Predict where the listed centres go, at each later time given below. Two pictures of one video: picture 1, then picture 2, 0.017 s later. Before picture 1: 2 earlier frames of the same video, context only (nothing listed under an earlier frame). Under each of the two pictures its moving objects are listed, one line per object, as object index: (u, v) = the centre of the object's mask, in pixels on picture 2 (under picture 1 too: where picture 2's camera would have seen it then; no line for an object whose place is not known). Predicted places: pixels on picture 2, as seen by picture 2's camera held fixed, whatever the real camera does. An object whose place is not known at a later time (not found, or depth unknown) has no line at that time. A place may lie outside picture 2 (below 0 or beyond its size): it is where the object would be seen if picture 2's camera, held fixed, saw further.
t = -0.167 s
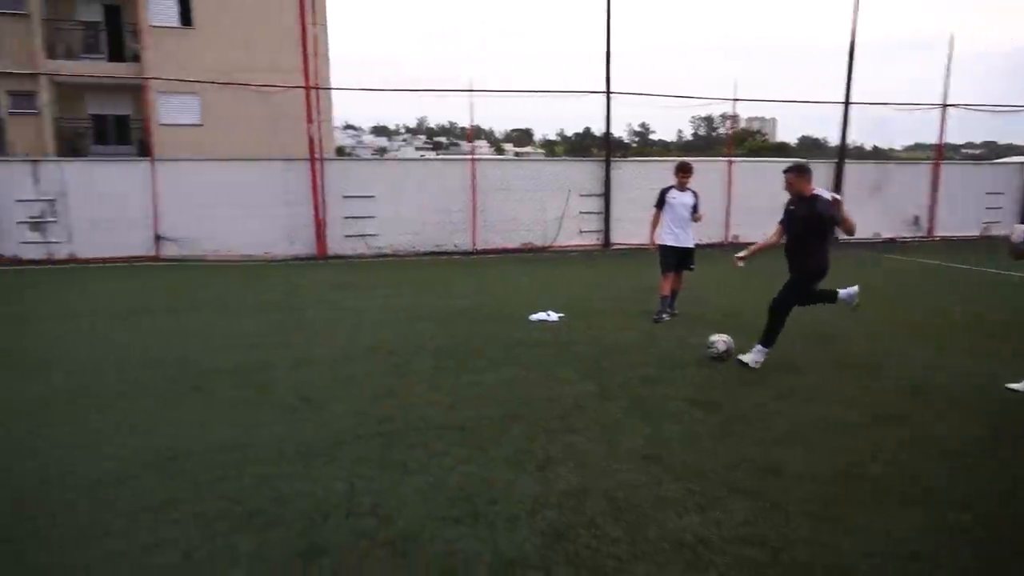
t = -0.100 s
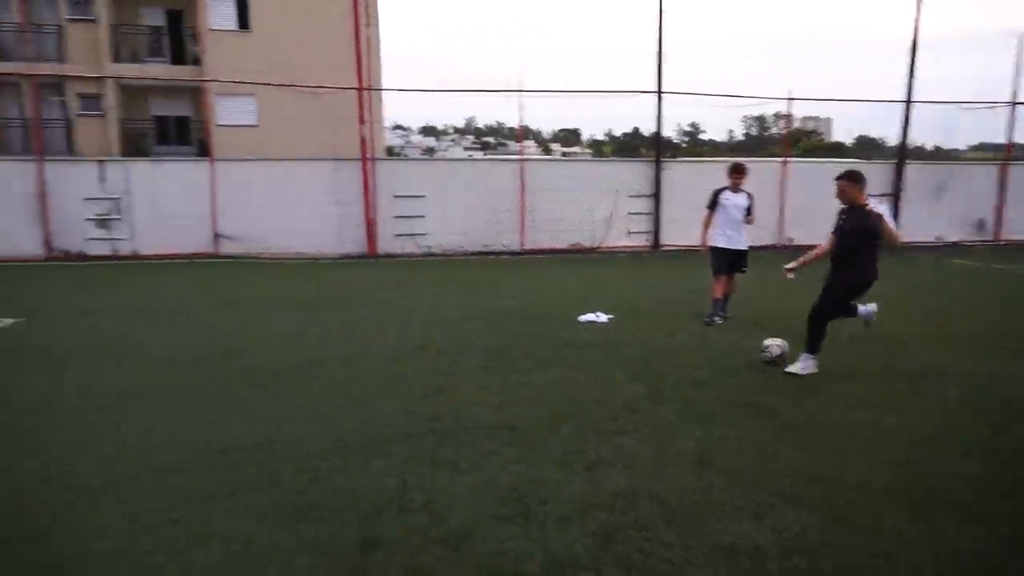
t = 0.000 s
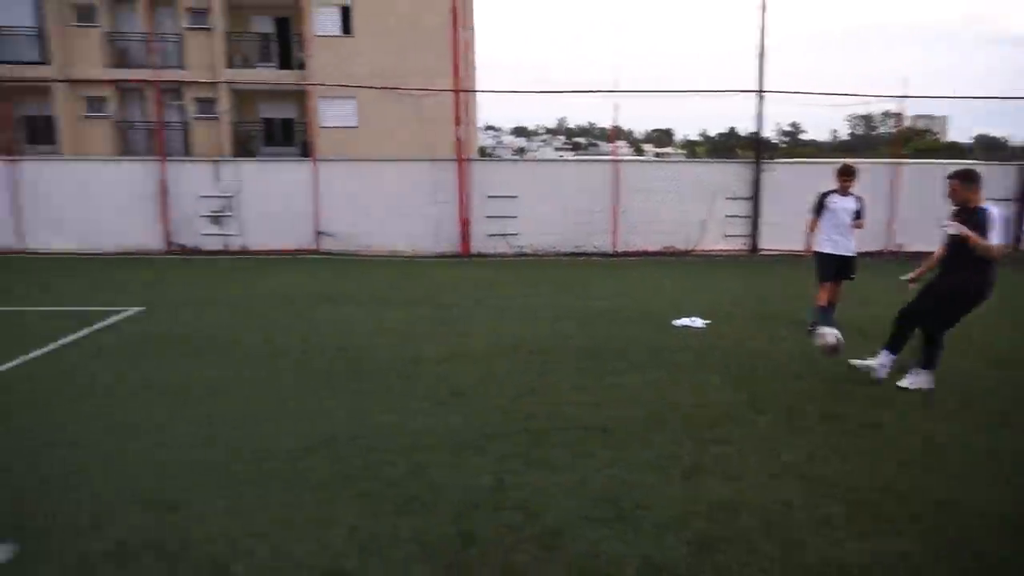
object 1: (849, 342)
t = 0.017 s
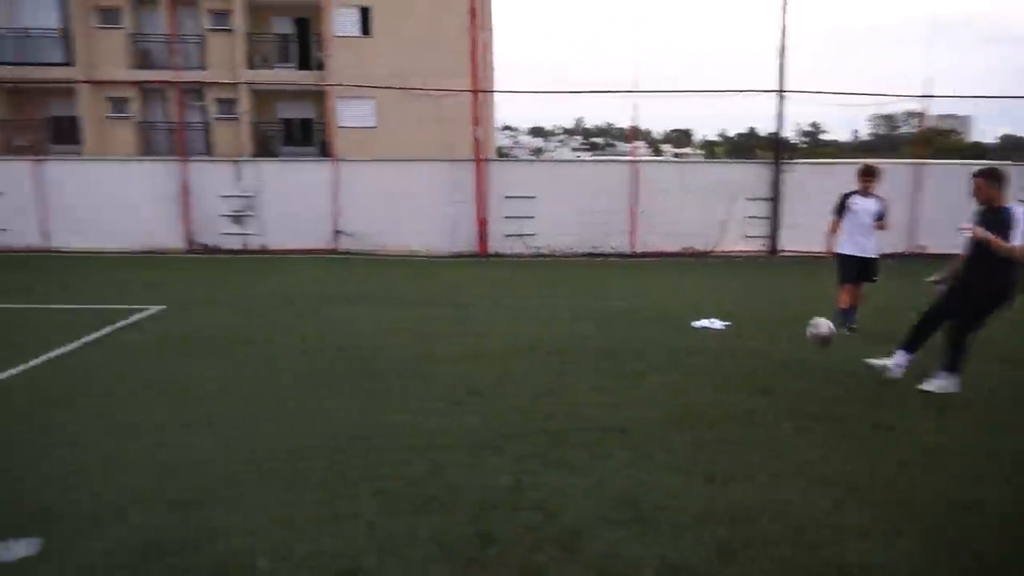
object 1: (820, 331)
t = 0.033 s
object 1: (791, 320)
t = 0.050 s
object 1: (760, 308)
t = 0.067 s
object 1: (729, 297)
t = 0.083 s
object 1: (698, 285)
